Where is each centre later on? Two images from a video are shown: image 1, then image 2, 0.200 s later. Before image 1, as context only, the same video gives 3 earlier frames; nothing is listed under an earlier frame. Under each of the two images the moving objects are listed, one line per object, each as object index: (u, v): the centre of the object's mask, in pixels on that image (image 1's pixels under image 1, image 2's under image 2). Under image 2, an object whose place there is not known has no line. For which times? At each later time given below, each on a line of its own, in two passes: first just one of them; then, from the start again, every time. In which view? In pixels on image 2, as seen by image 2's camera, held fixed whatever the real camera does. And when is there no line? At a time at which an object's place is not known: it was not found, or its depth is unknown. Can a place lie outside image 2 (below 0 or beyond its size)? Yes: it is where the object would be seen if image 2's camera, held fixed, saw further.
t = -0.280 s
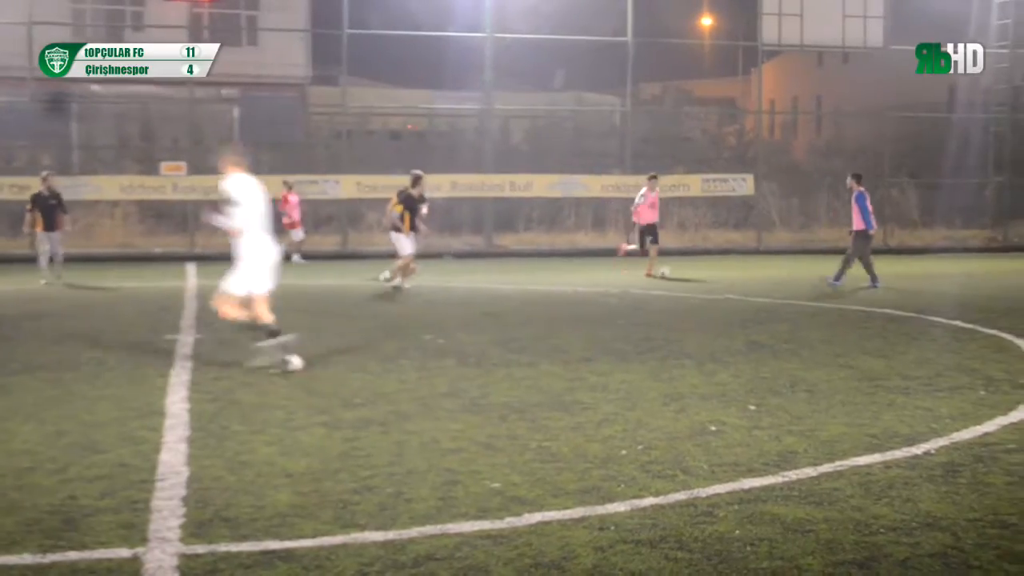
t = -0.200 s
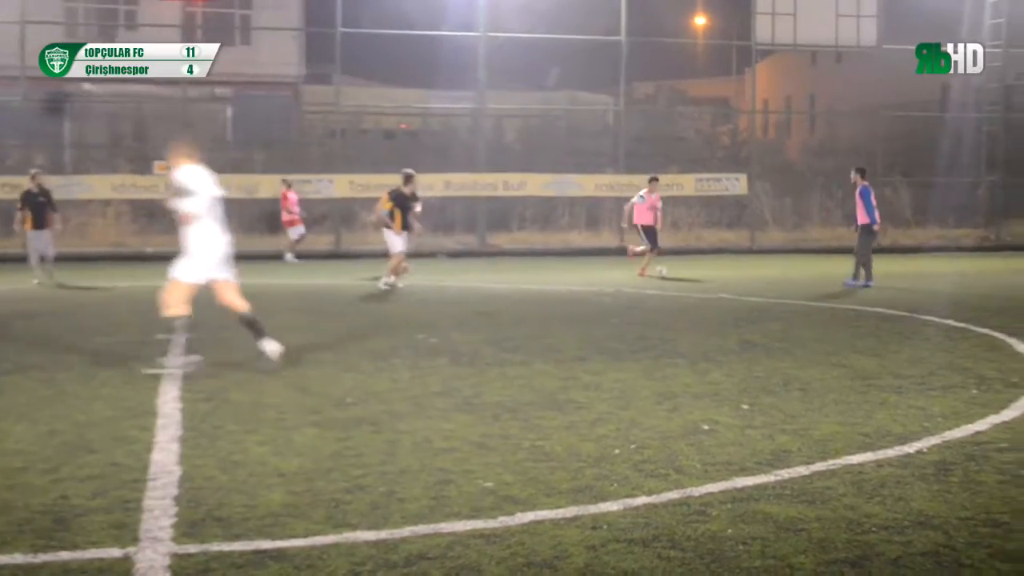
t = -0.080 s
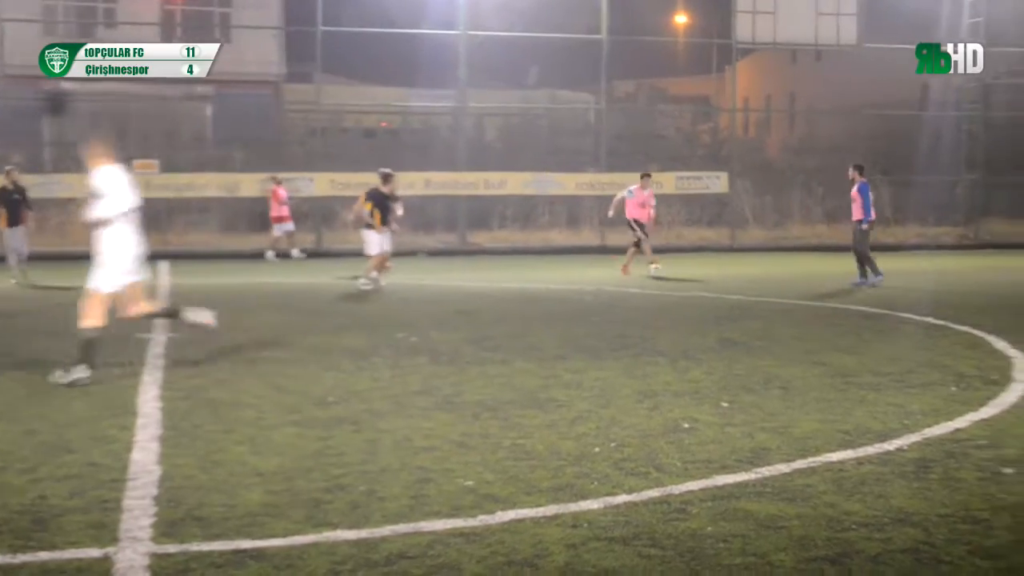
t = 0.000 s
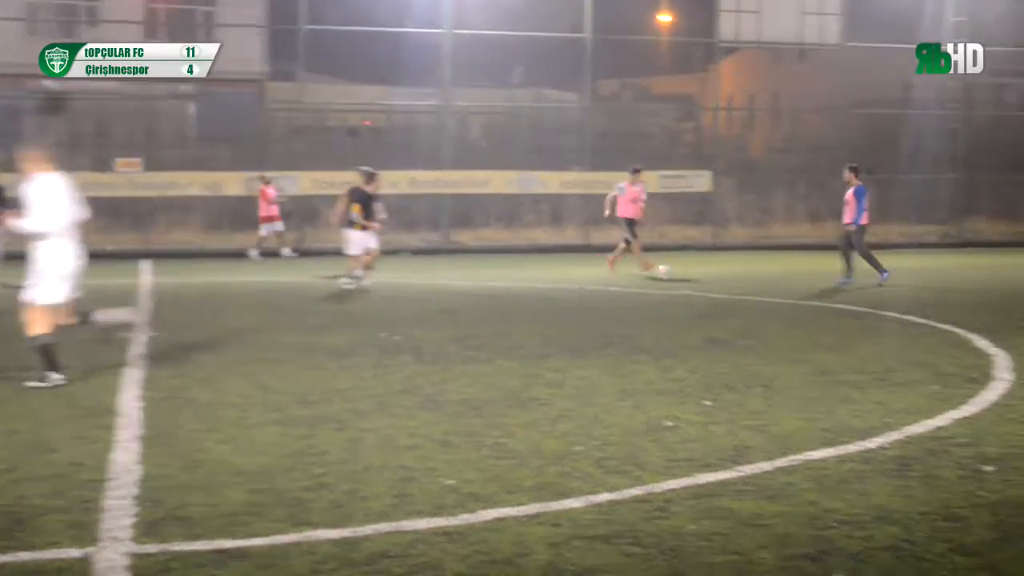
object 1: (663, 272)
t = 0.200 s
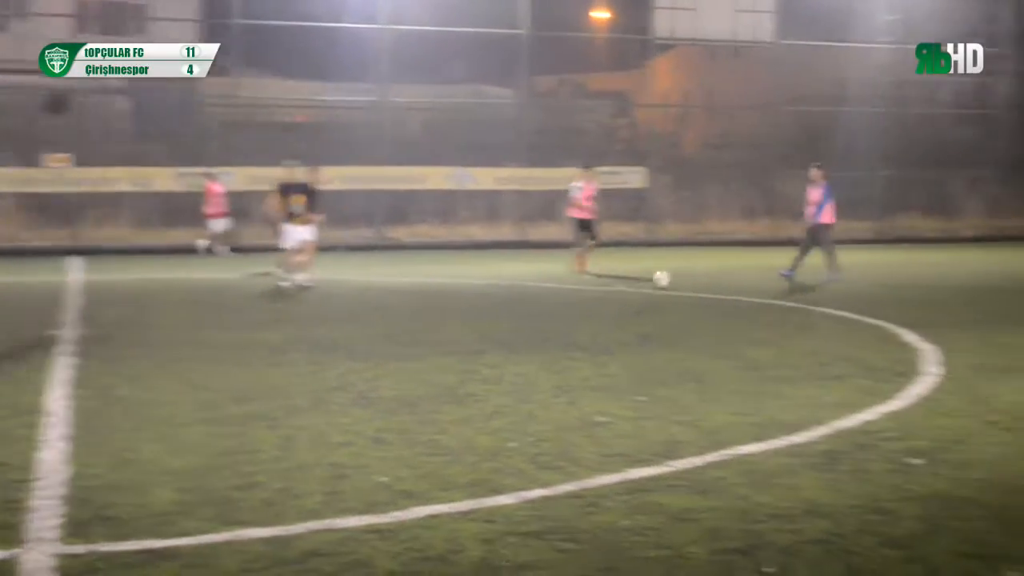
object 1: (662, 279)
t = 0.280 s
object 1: (678, 283)
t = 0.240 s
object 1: (671, 283)
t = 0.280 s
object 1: (678, 283)
